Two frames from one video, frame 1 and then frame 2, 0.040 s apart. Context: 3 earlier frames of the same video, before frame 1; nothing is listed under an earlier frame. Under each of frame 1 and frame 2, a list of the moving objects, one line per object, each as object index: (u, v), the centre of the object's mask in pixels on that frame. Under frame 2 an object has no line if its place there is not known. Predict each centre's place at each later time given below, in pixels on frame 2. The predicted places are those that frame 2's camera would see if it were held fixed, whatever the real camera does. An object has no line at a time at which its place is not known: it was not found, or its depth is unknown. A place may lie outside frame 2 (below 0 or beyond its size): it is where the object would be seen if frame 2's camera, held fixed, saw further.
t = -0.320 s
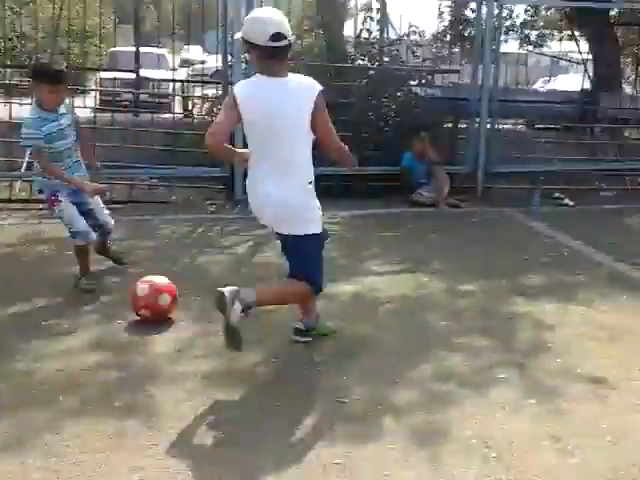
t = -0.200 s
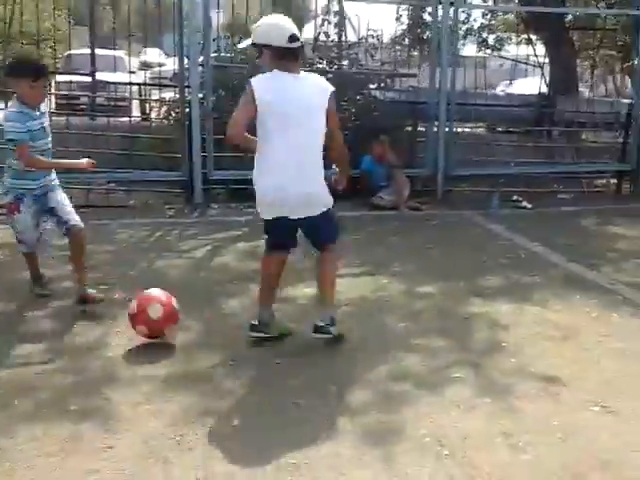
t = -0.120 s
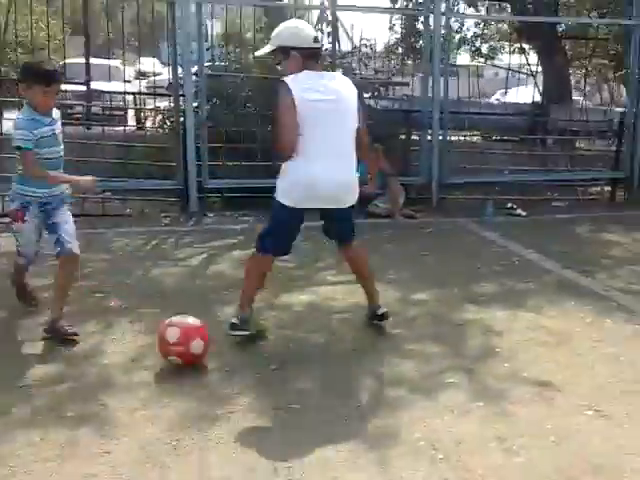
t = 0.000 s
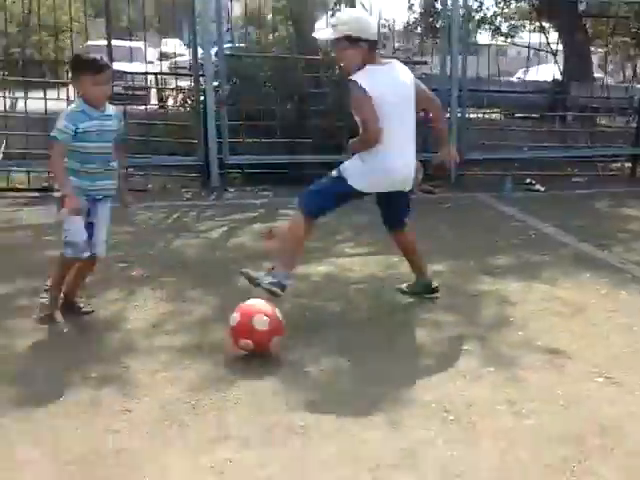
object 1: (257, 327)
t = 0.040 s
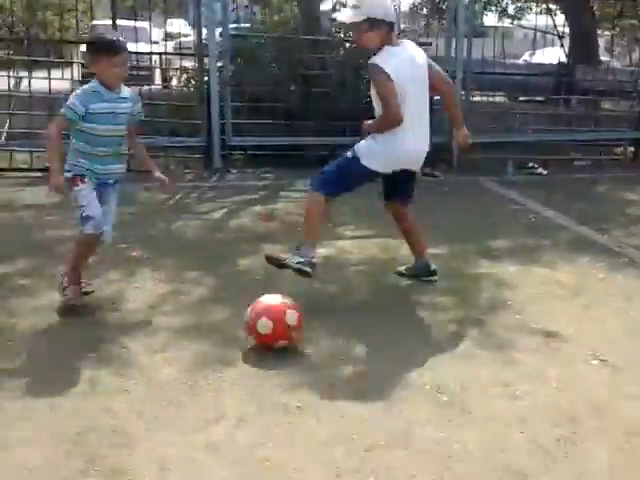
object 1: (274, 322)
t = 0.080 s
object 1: (294, 327)
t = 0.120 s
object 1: (316, 336)
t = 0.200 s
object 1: (362, 357)
